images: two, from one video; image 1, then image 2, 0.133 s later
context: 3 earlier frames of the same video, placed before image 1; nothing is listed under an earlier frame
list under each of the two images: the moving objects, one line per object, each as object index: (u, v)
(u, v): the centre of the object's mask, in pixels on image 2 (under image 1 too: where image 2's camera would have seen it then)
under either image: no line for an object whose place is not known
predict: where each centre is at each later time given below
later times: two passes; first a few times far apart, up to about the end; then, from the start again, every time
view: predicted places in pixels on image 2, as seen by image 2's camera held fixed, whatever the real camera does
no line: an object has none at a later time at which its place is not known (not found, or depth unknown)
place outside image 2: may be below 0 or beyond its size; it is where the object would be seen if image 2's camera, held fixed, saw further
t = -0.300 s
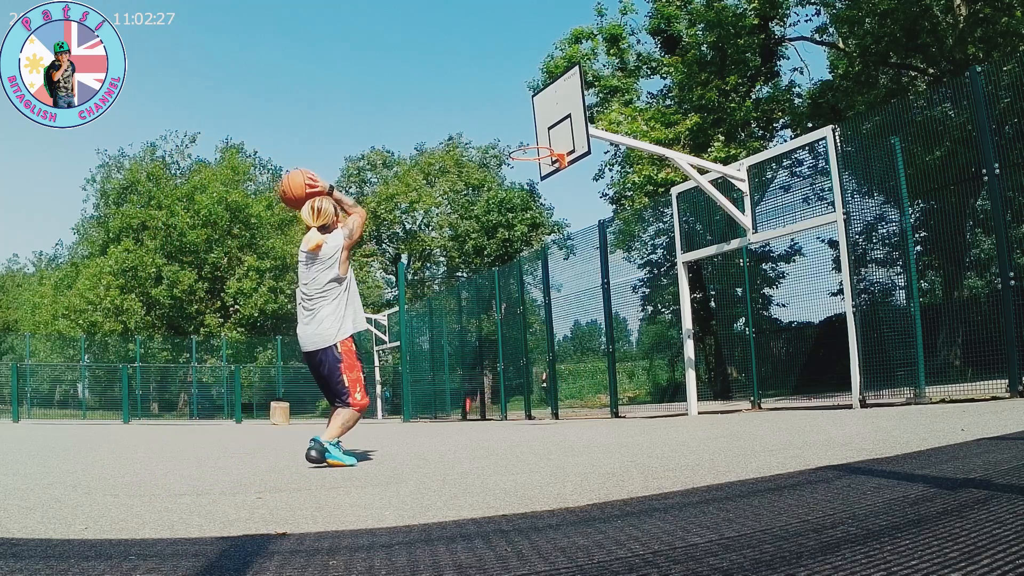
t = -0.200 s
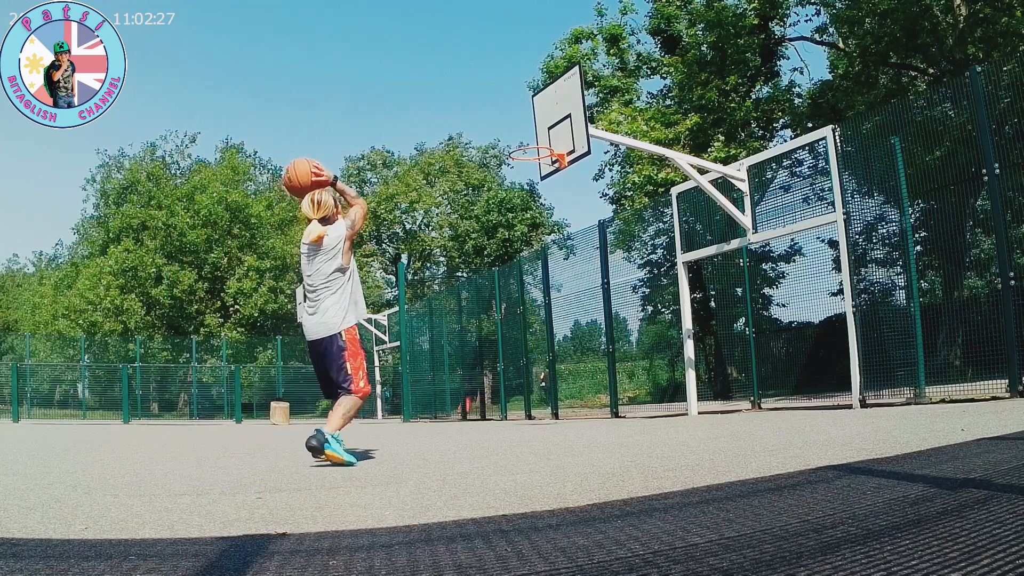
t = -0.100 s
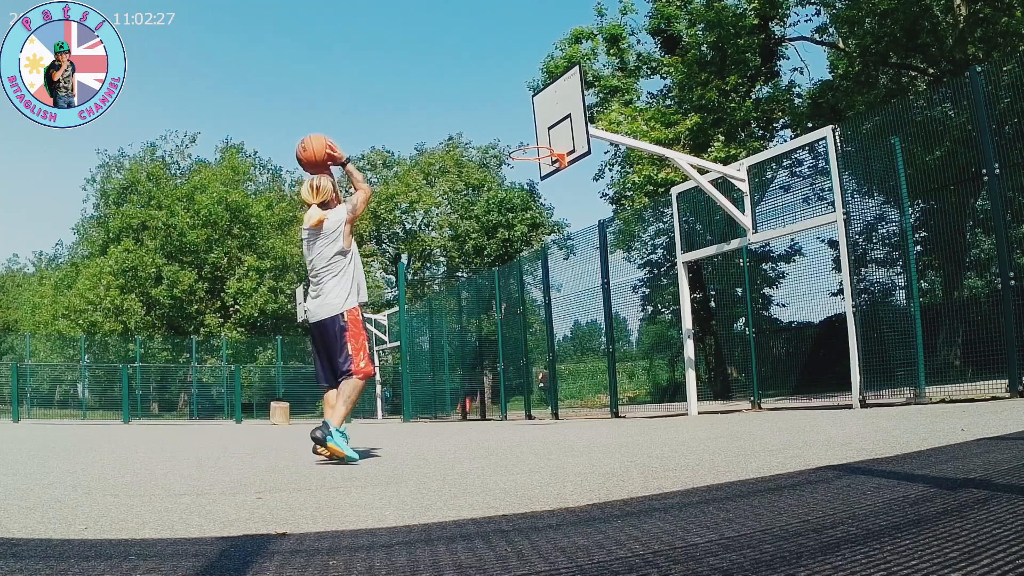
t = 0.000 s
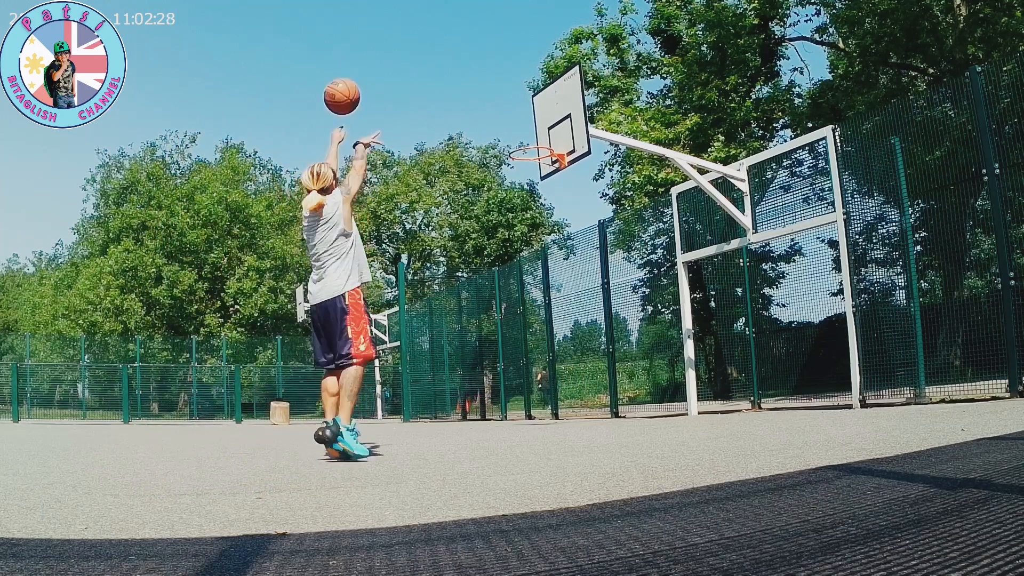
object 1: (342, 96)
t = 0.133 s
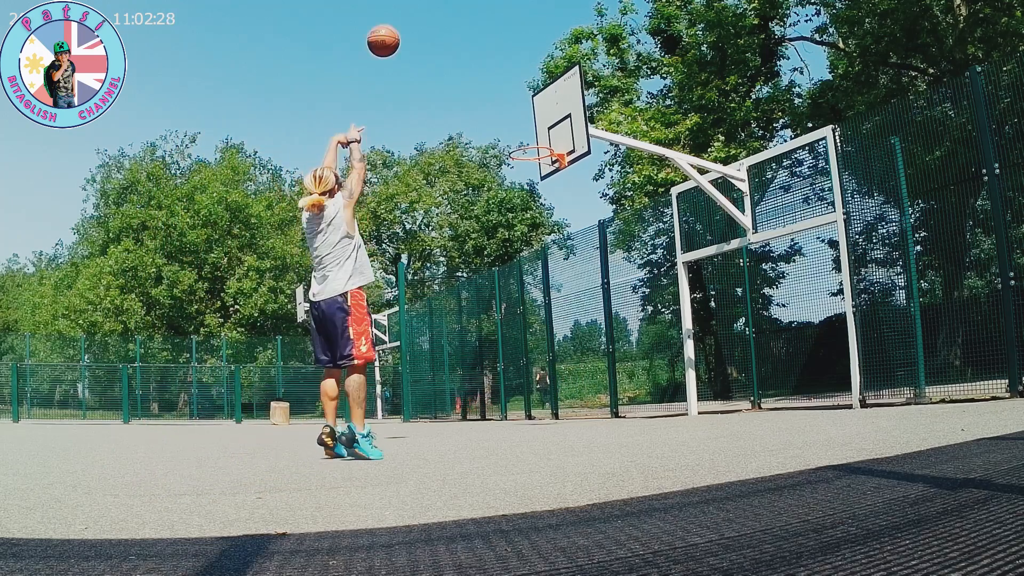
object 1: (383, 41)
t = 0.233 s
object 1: (409, 20)
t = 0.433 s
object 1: (453, 16)
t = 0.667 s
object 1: (495, 58)
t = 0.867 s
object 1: (527, 124)
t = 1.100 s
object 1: (506, 199)
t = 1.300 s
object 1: (464, 299)
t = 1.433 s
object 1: (434, 397)
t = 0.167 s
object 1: (392, 32)
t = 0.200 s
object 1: (401, 26)
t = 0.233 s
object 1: (409, 20)
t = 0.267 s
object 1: (418, 17)
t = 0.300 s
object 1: (425, 14)
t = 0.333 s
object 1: (432, 13)
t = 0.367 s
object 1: (440, 13)
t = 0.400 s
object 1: (446, 14)
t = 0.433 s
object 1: (453, 16)
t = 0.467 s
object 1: (459, 19)
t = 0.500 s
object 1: (466, 24)
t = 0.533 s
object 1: (472, 29)
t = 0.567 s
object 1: (478, 35)
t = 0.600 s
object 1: (484, 41)
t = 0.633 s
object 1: (489, 49)
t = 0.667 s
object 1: (495, 58)
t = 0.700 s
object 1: (500, 67)
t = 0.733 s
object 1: (506, 77)
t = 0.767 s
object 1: (511, 88)
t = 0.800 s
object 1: (516, 99)
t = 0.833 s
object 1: (522, 111)
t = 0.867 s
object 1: (527, 124)
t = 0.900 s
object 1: (532, 137)
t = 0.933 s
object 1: (536, 152)
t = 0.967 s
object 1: (533, 161)
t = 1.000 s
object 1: (526, 169)
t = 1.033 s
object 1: (520, 177)
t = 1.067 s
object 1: (513, 187)
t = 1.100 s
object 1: (506, 199)
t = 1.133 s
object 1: (500, 212)
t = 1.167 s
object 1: (493, 227)
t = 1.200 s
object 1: (485, 243)
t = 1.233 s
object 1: (478, 259)
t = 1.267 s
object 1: (471, 278)
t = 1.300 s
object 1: (464, 299)
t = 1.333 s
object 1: (457, 320)
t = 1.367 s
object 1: (449, 344)
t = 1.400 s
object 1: (442, 370)
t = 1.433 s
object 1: (434, 397)
